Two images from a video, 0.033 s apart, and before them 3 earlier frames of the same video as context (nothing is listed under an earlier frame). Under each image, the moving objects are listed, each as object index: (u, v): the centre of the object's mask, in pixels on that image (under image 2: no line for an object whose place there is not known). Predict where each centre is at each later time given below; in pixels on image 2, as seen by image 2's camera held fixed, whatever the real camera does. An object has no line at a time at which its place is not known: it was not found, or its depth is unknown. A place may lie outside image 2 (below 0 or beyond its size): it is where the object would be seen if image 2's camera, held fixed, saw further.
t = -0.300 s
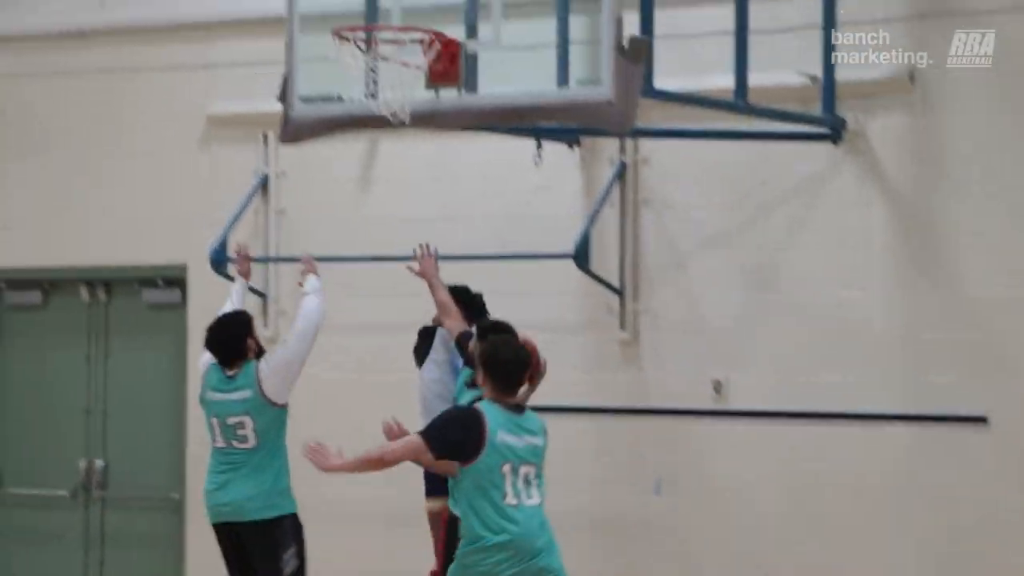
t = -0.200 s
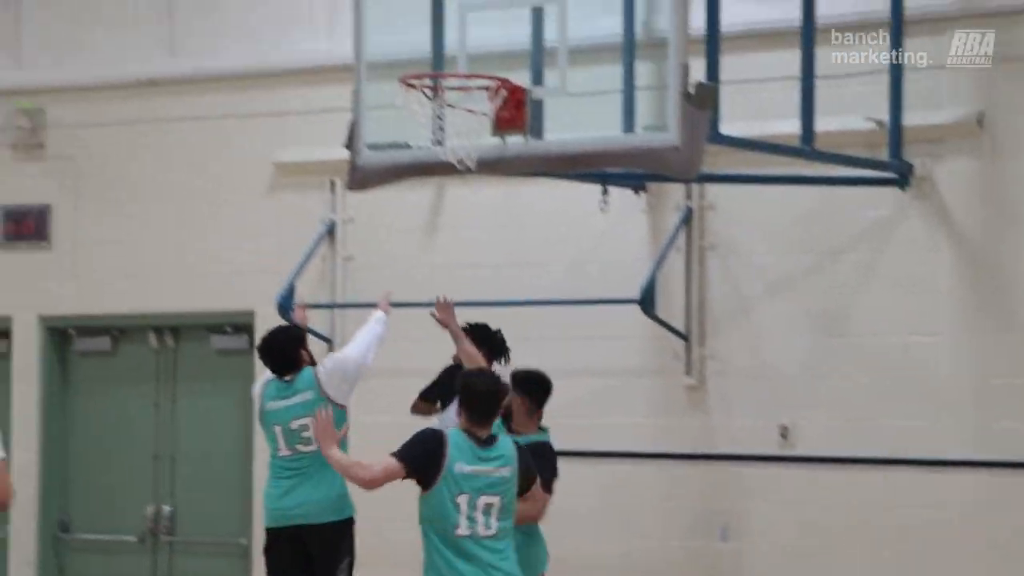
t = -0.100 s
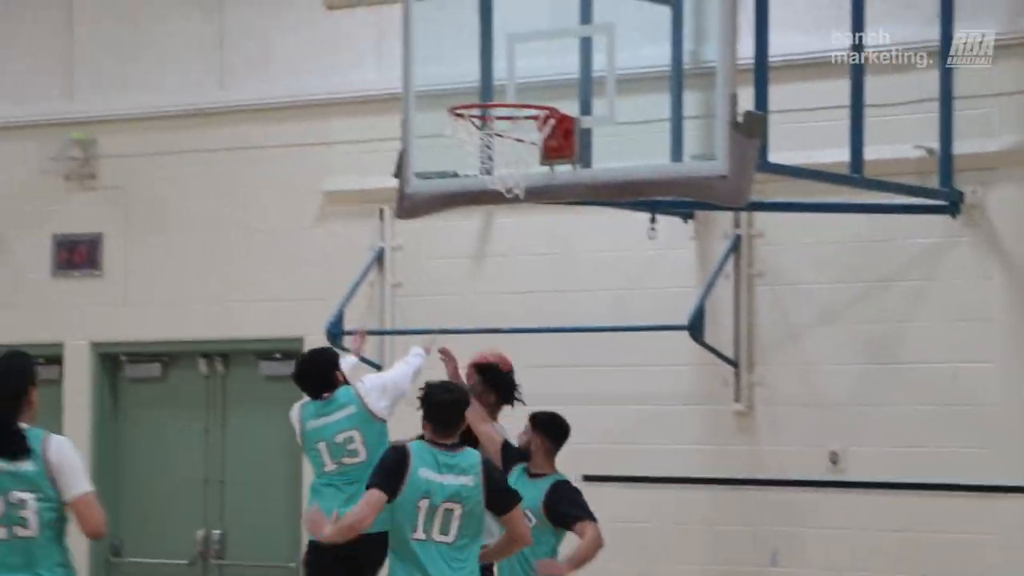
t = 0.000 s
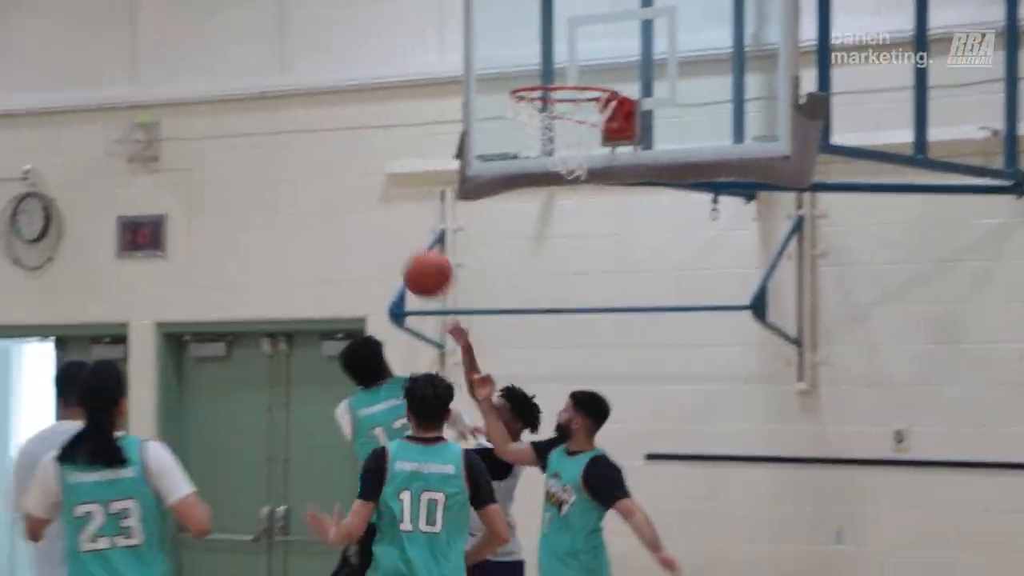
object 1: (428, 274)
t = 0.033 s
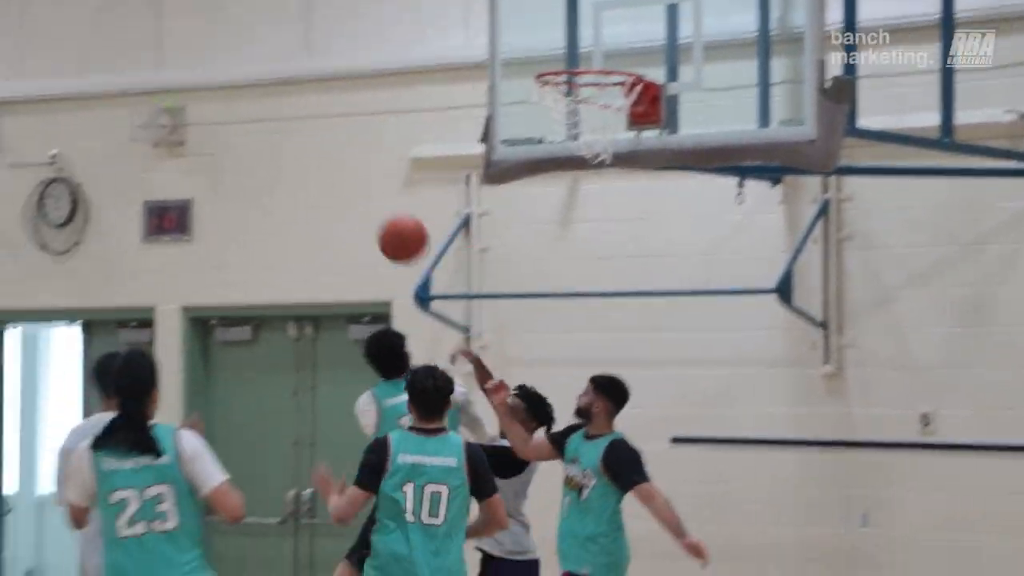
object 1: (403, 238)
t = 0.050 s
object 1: (376, 230)
